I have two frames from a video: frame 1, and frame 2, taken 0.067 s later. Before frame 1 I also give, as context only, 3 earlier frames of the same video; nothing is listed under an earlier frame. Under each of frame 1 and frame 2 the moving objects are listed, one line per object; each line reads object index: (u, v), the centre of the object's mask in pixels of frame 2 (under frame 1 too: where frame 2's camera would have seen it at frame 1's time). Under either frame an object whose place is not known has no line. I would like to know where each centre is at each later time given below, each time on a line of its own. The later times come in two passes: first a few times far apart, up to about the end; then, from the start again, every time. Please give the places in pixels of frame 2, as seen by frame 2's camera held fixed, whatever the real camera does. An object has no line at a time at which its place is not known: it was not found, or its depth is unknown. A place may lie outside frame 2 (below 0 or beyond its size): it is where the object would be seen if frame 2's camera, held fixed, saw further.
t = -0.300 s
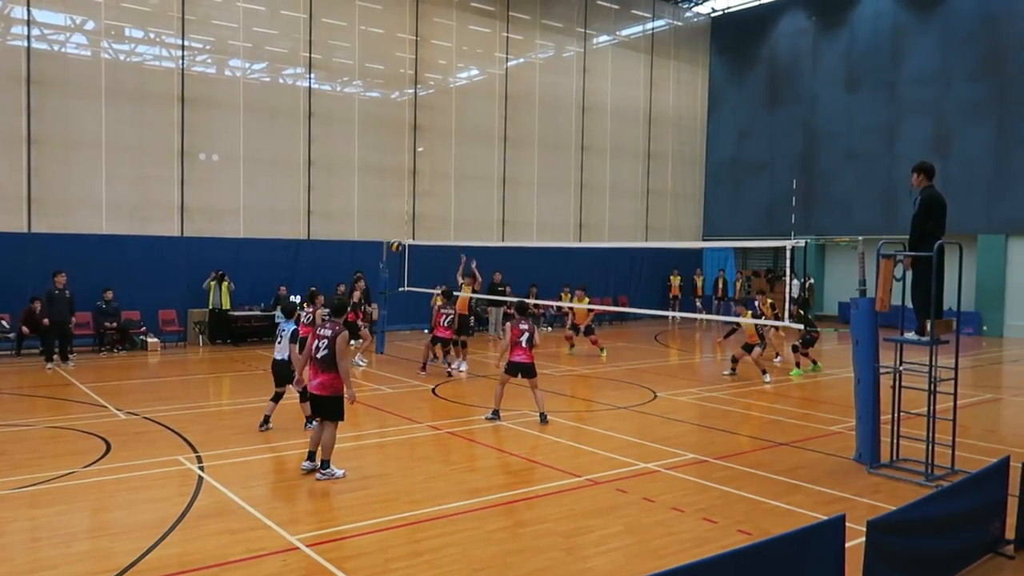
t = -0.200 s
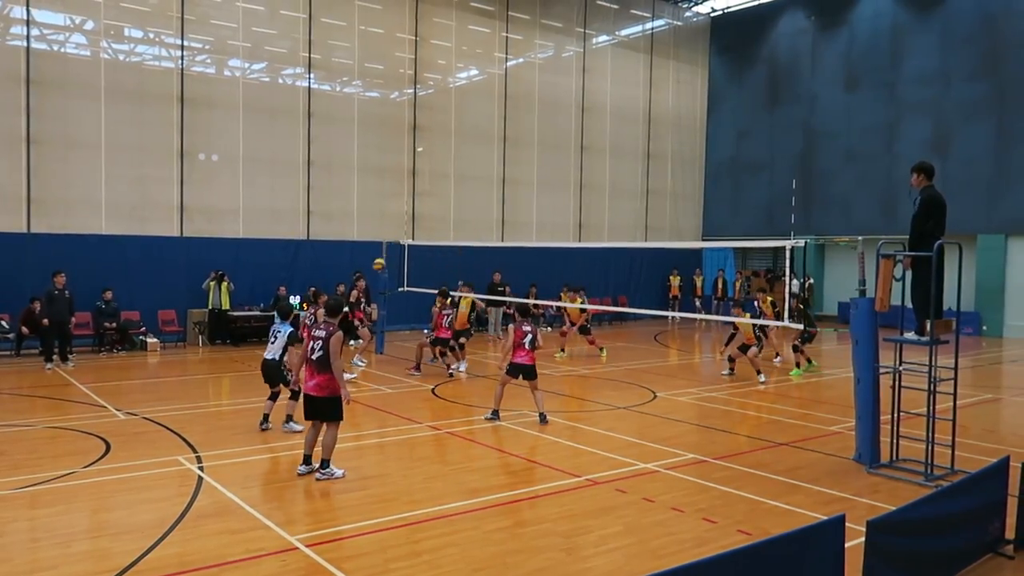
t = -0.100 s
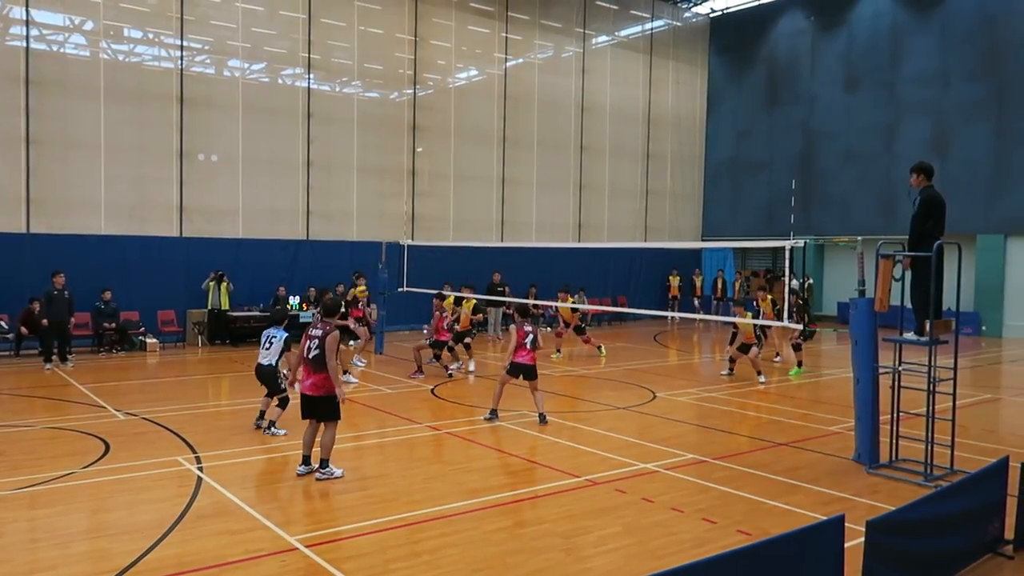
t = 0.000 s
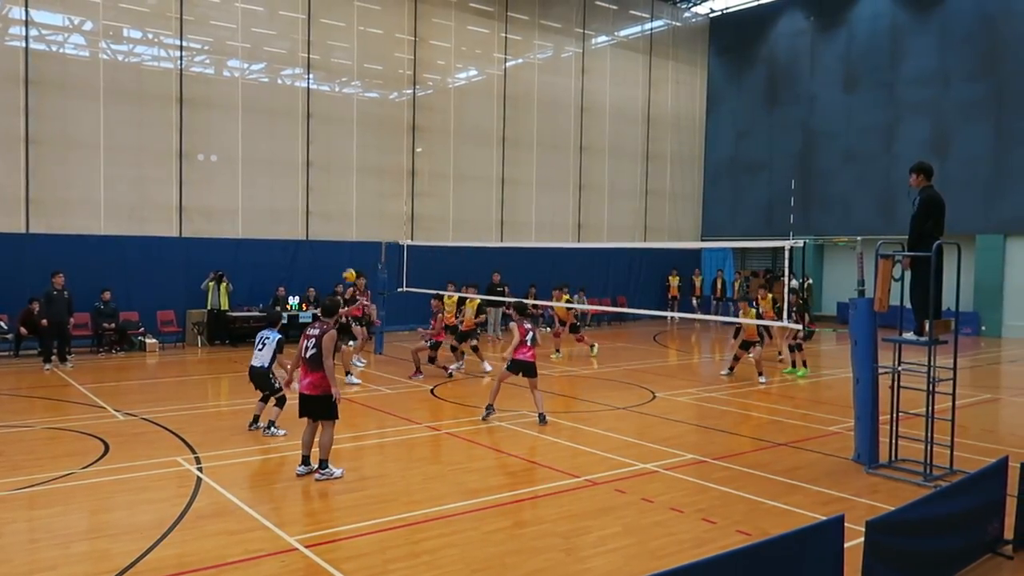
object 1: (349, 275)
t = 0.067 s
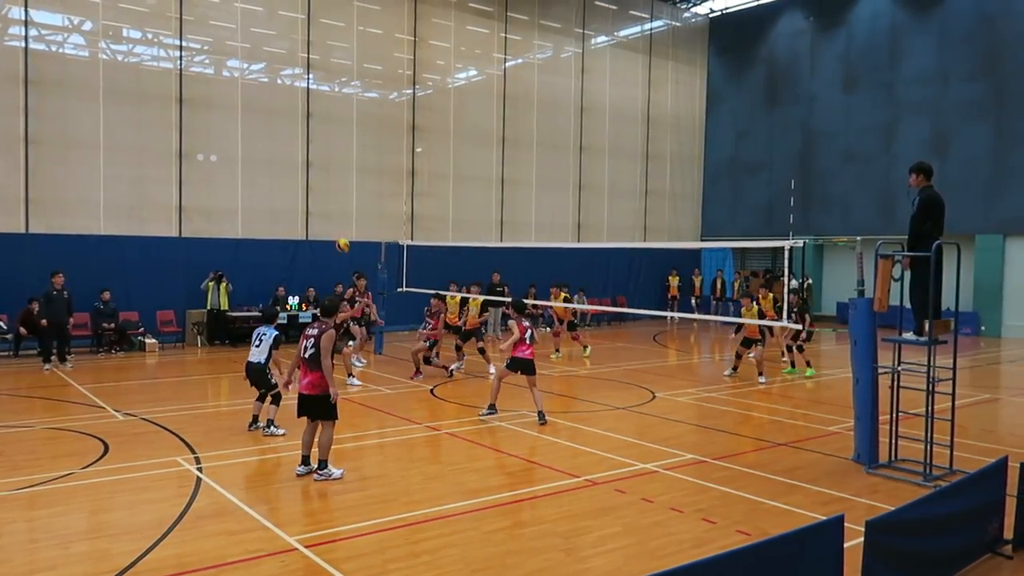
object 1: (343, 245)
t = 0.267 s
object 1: (322, 166)
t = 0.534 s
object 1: (293, 100)
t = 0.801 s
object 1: (260, 79)
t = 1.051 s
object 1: (228, 102)
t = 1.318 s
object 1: (194, 175)
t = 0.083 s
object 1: (341, 237)
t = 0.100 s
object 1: (340, 230)
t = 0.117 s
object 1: (338, 223)
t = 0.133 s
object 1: (336, 216)
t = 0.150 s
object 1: (335, 209)
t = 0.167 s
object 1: (333, 203)
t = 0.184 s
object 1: (332, 197)
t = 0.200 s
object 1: (330, 190)
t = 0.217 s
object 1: (328, 184)
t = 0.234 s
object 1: (326, 178)
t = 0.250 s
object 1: (325, 172)
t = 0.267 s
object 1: (322, 166)
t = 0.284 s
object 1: (321, 161)
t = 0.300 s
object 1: (318, 155)
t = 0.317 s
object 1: (317, 151)
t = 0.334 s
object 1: (316, 146)
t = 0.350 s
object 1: (314, 141)
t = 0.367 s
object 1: (312, 137)
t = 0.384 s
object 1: (310, 133)
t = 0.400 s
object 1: (308, 128)
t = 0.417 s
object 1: (307, 124)
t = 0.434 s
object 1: (304, 120)
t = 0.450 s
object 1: (303, 117)
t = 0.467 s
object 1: (301, 114)
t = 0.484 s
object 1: (299, 110)
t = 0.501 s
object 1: (297, 106)
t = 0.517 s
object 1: (294, 104)
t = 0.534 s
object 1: (293, 100)
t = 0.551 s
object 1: (290, 98)
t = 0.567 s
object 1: (289, 95)
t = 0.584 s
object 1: (287, 93)
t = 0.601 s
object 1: (285, 90)
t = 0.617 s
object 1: (283, 89)
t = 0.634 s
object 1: (281, 88)
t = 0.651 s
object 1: (279, 85)
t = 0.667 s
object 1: (277, 83)
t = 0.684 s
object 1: (275, 82)
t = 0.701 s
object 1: (272, 82)
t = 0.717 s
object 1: (271, 80)
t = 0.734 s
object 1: (269, 80)
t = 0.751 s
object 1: (266, 79)
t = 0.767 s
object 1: (264, 79)
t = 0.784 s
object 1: (262, 78)
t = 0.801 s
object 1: (260, 79)
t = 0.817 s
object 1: (258, 79)
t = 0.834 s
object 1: (256, 79)
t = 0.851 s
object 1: (254, 80)
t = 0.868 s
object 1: (252, 81)
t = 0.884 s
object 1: (249, 82)
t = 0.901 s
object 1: (247, 83)
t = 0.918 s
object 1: (245, 84)
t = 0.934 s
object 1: (243, 85)
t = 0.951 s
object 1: (241, 87)
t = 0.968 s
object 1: (239, 89)
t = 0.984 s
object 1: (237, 91)
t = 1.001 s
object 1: (235, 94)
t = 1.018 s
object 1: (233, 96)
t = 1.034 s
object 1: (231, 98)
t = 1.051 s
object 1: (228, 102)
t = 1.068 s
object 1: (226, 105)
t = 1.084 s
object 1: (224, 108)
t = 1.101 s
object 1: (222, 111)
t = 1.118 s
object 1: (220, 115)
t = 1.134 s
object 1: (218, 119)
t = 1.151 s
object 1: (216, 123)
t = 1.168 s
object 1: (214, 128)
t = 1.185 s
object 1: (212, 132)
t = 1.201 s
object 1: (209, 137)
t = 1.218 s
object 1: (207, 142)
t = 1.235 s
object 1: (205, 147)
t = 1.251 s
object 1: (203, 152)
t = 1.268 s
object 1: (201, 158)
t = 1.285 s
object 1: (198, 163)
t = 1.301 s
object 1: (196, 169)
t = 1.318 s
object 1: (194, 175)
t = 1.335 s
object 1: (193, 182)
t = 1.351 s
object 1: (191, 188)
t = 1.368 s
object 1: (189, 195)
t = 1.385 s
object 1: (187, 202)
